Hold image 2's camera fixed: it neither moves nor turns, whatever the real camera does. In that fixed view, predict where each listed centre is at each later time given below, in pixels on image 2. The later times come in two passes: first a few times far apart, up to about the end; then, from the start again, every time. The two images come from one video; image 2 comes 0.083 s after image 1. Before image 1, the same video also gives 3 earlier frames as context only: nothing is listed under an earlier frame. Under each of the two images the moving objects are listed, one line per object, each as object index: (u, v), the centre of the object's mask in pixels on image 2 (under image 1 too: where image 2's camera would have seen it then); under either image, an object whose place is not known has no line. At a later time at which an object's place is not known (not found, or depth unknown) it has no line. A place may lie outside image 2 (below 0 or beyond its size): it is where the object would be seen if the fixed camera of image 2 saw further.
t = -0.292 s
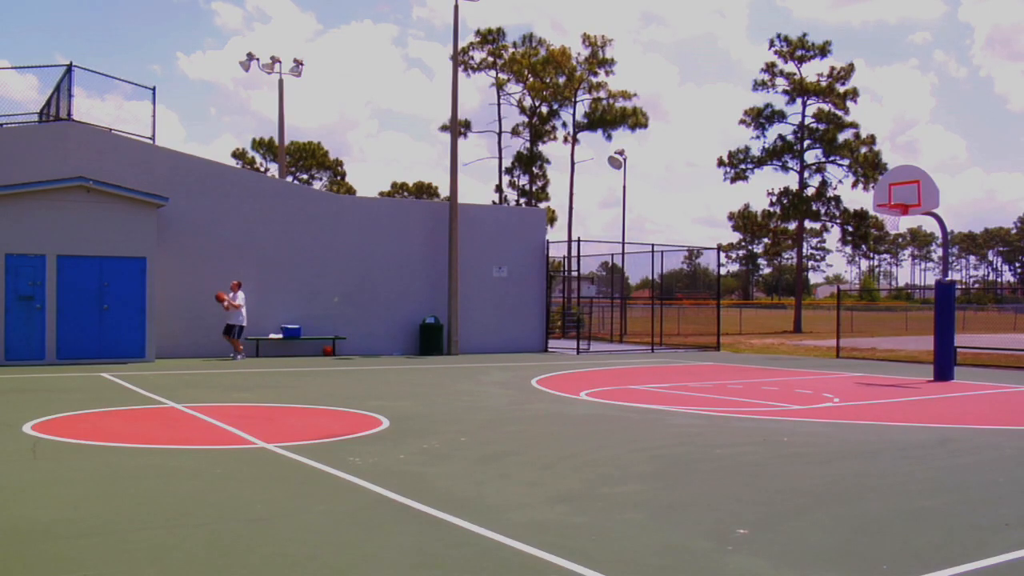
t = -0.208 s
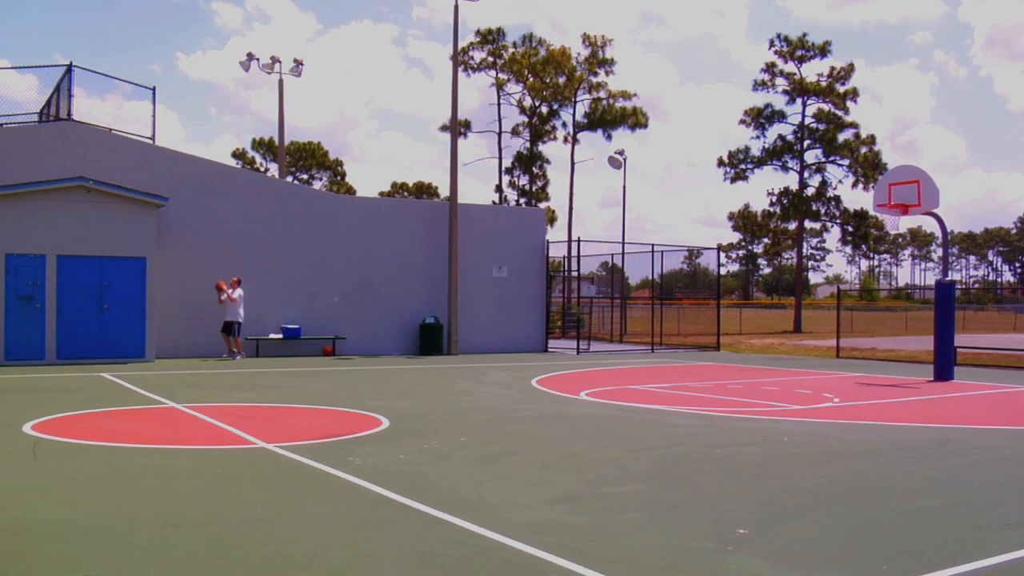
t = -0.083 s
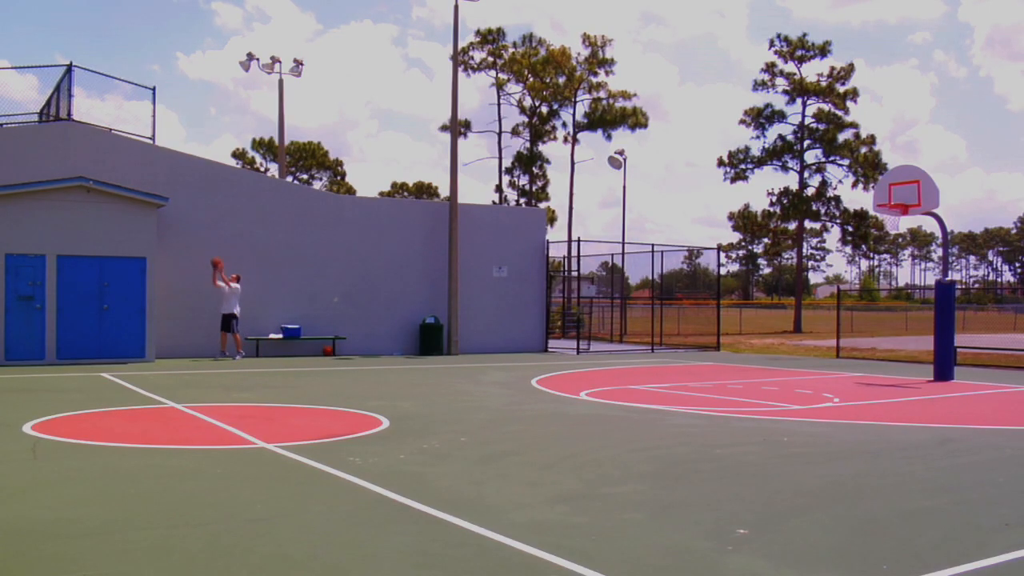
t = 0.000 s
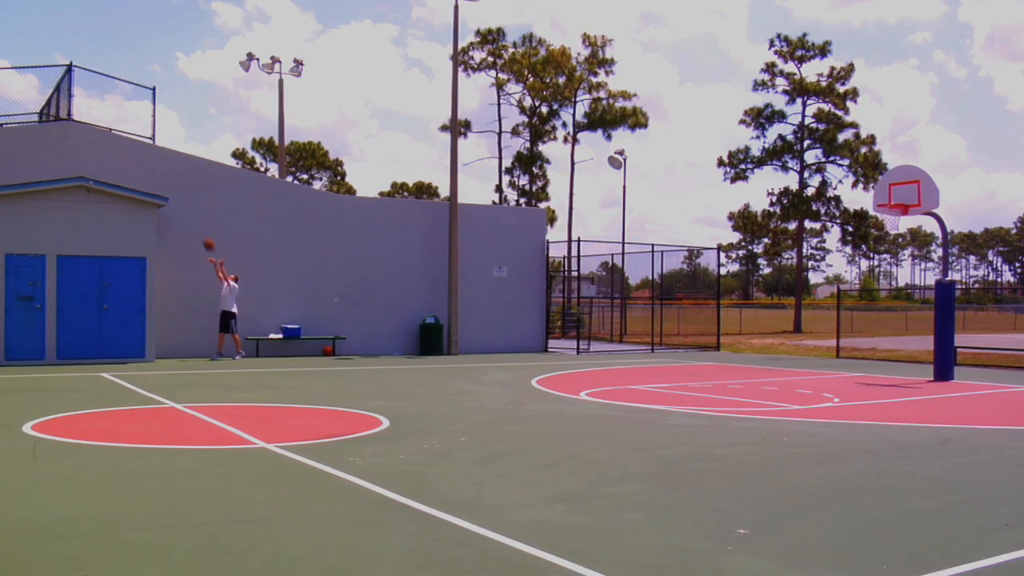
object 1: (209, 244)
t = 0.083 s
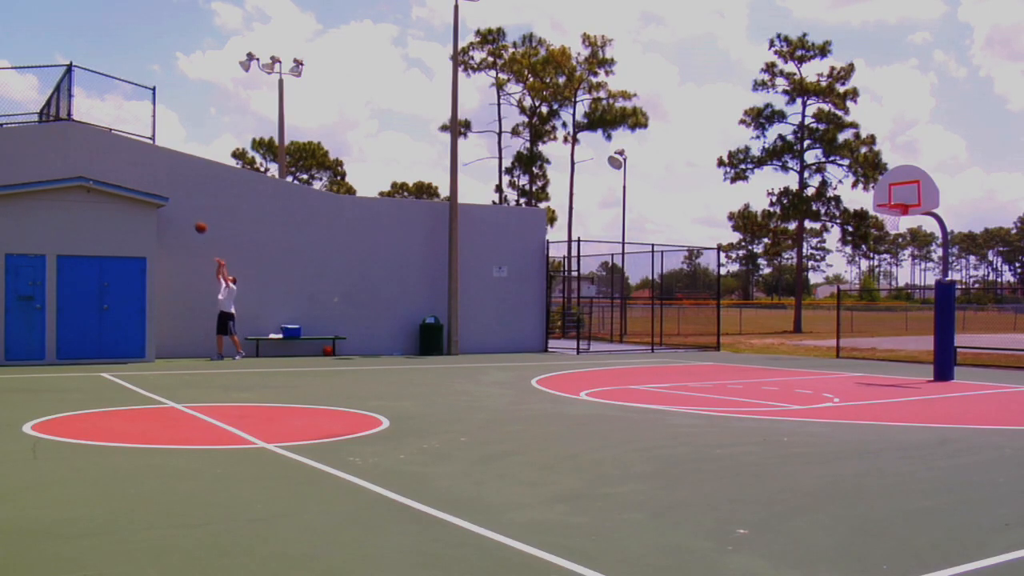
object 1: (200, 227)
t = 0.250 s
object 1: (184, 201)
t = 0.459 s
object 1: (163, 183)
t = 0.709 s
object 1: (138, 183)
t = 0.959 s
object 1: (130, 183)
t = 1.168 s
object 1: (127, 182)
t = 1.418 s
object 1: (125, 182)
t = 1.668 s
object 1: (126, 182)
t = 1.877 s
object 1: (129, 183)
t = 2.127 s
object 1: (134, 184)
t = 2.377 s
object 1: (143, 186)
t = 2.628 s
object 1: (154, 188)
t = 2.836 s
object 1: (165, 191)
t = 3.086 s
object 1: (178, 199)
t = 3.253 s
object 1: (188, 216)
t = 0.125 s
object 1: (196, 220)
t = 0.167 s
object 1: (192, 213)
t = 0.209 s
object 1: (188, 207)
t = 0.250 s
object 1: (184, 201)
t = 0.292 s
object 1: (180, 197)
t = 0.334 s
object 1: (175, 192)
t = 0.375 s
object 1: (171, 189)
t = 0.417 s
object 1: (167, 186)
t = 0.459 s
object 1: (163, 183)
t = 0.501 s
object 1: (159, 182)
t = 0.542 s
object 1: (155, 182)
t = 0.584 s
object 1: (150, 181)
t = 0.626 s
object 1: (146, 182)
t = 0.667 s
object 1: (142, 183)
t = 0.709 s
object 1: (138, 183)
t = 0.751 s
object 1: (135, 185)
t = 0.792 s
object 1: (134, 184)
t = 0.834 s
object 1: (133, 182)
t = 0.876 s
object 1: (132, 182)
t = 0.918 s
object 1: (131, 182)
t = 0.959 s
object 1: (130, 183)
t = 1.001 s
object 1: (129, 183)
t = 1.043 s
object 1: (128, 183)
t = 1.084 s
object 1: (128, 182)
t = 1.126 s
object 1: (127, 182)
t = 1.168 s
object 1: (127, 182)
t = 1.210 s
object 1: (126, 182)
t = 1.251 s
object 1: (126, 182)
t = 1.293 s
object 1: (126, 182)
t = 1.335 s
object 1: (126, 182)
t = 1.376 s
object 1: (125, 182)
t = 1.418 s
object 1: (125, 182)
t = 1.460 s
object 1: (125, 182)
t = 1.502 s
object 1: (125, 182)
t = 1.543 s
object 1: (125, 182)
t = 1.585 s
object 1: (126, 182)
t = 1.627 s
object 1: (126, 182)
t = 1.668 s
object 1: (126, 182)
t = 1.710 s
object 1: (126, 182)
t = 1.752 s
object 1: (127, 182)
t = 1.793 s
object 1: (127, 182)
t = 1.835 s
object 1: (128, 183)
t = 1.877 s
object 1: (129, 183)
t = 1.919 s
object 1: (129, 183)
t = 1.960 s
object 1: (130, 183)
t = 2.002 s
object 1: (131, 183)
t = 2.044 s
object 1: (133, 183)
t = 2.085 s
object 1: (134, 184)
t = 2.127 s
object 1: (134, 184)
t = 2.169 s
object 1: (136, 184)
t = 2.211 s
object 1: (137, 184)
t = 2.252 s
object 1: (138, 184)
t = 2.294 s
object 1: (140, 185)
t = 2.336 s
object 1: (141, 185)
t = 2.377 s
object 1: (143, 186)
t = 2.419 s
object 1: (144, 186)
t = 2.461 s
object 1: (146, 186)
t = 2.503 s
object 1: (148, 187)
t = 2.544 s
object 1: (150, 187)
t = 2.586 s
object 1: (152, 188)
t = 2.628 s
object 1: (154, 188)
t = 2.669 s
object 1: (156, 189)
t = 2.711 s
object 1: (158, 189)
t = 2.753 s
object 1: (160, 190)
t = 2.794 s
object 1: (162, 190)
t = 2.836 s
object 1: (165, 191)
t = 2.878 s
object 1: (167, 191)
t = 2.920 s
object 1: (169, 192)
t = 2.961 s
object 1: (171, 193)
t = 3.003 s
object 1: (174, 194)
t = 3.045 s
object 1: (176, 196)
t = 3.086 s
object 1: (178, 199)
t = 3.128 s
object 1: (181, 203)
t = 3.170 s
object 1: (183, 206)
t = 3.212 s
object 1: (185, 211)
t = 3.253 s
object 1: (188, 216)
